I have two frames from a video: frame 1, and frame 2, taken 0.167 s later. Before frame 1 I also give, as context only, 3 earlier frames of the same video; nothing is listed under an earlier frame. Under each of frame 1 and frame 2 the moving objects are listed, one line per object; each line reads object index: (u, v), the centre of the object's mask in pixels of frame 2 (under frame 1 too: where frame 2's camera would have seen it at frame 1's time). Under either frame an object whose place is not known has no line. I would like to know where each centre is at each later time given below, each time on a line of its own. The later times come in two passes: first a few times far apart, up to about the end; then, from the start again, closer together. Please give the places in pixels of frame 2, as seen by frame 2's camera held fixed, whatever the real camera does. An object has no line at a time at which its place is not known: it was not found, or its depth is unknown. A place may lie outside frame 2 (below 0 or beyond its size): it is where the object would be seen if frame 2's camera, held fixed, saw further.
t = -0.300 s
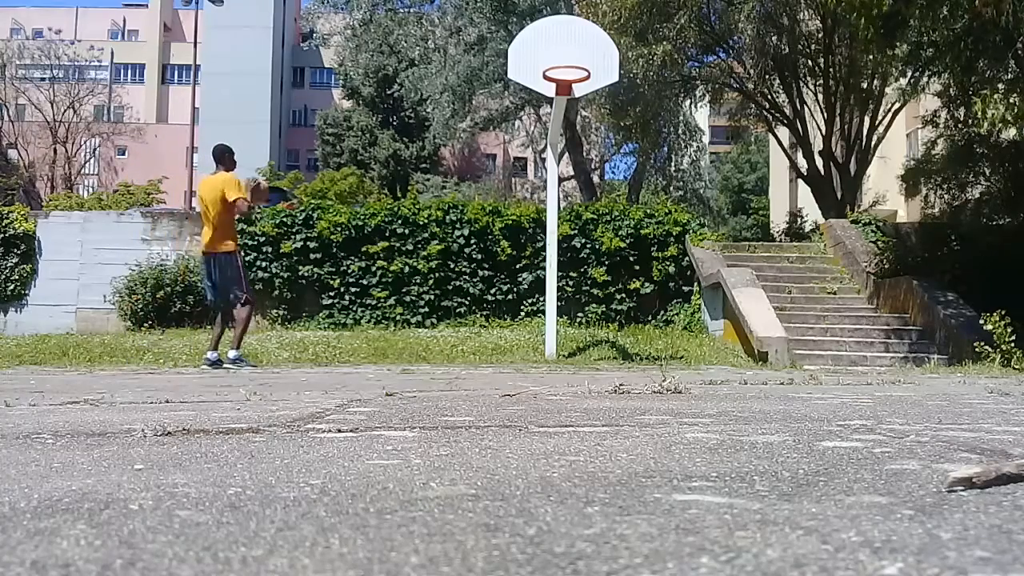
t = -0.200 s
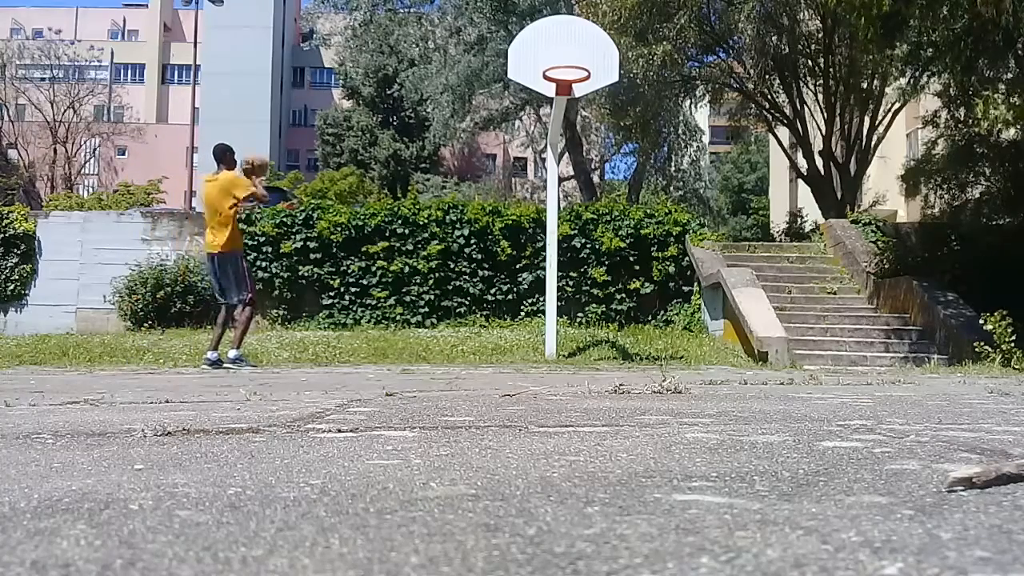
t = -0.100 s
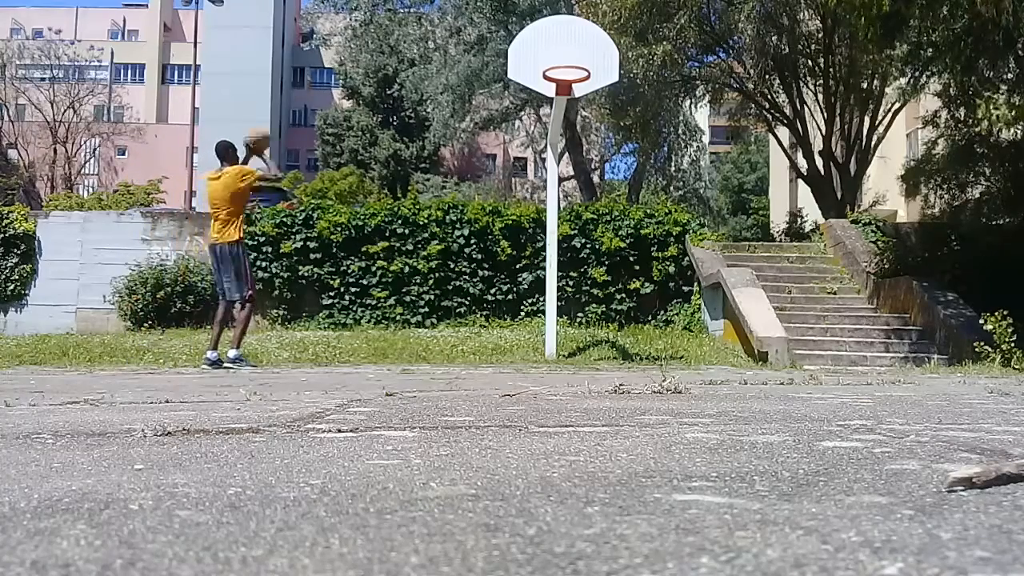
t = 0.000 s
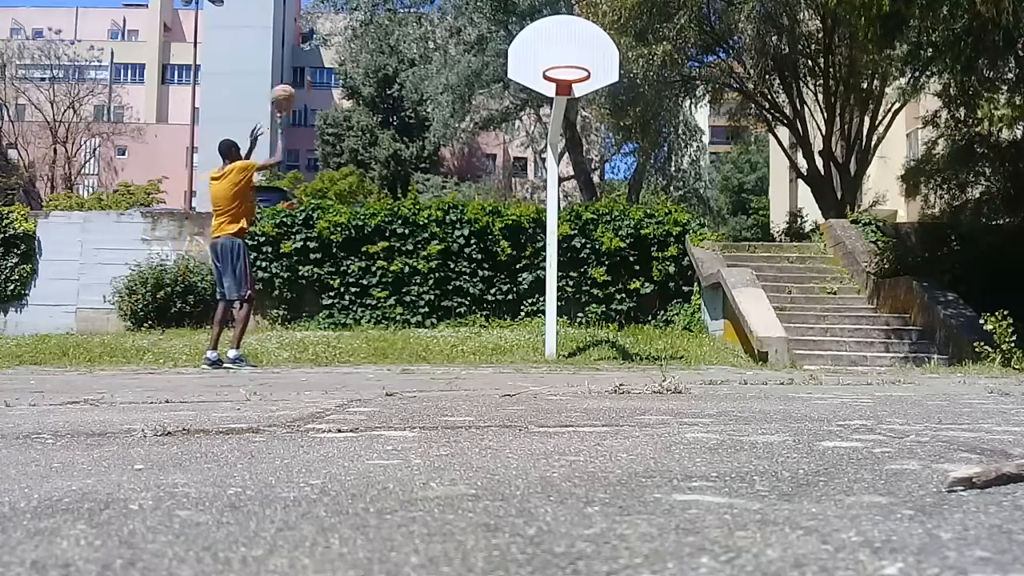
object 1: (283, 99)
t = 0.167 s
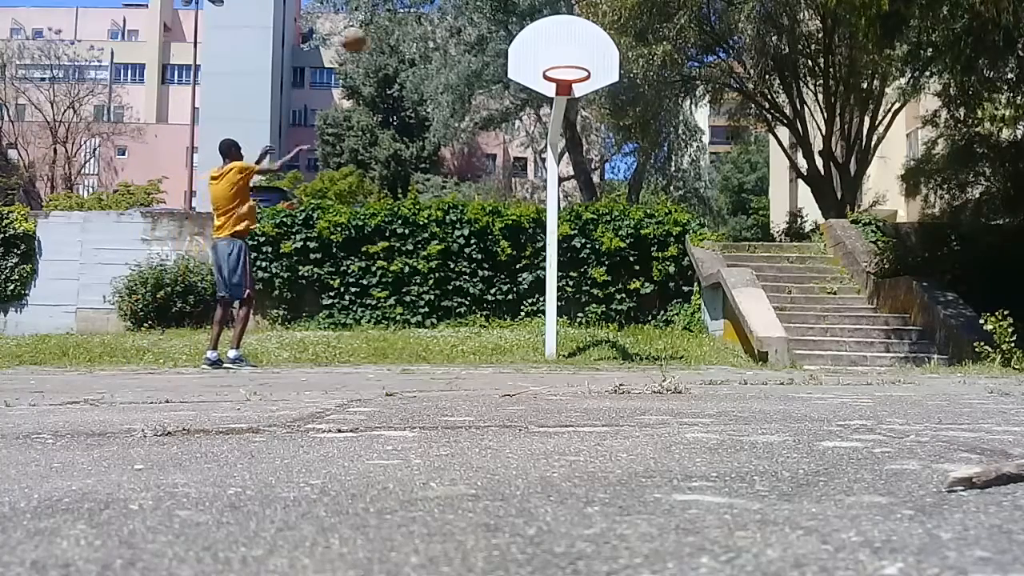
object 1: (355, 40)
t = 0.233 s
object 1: (379, 25)
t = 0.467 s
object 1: (462, 9)
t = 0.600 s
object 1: (507, 19)
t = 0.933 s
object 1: (564, 79)
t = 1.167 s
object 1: (564, 170)
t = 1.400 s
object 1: (563, 295)
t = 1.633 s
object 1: (564, 296)
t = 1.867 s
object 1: (566, 234)
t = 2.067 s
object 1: (576, 222)
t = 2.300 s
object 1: (591, 253)
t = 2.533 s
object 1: (605, 325)
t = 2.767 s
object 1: (590, 305)
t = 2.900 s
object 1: (573, 280)
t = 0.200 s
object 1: (366, 32)
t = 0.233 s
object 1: (379, 25)
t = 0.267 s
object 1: (390, 19)
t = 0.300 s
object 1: (403, 15)
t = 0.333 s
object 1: (416, 11)
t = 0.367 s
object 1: (428, 9)
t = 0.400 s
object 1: (439, 9)
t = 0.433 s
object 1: (450, 9)
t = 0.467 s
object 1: (462, 9)
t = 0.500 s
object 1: (474, 10)
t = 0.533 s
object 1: (486, 13)
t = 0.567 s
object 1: (497, 16)
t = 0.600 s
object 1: (507, 19)
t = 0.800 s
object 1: (570, 68)
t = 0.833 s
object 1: (572, 73)
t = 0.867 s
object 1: (566, 74)
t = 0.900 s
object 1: (563, 75)
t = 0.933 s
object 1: (564, 79)
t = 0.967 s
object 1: (563, 94)
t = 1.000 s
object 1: (563, 105)
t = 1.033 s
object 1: (564, 117)
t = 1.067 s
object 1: (564, 129)
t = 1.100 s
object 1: (565, 142)
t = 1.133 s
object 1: (564, 155)
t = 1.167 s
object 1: (564, 170)
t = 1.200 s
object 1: (564, 185)
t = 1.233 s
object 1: (562, 201)
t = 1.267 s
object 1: (563, 219)
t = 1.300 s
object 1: (564, 237)
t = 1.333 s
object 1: (563, 255)
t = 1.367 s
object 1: (563, 274)
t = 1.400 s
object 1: (563, 295)
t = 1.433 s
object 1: (563, 316)
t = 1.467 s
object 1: (565, 339)
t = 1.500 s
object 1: (563, 354)
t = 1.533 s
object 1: (565, 339)
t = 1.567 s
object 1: (563, 323)
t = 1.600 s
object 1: (564, 310)
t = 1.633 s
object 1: (564, 296)
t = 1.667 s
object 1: (563, 283)
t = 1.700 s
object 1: (562, 272)
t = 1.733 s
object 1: (562, 262)
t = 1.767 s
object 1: (562, 253)
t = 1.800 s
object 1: (563, 246)
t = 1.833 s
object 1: (564, 239)
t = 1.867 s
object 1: (566, 234)
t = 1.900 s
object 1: (567, 231)
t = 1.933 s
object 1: (570, 226)
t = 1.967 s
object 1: (571, 224)
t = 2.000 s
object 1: (572, 223)
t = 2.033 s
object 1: (574, 223)
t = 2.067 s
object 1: (576, 222)
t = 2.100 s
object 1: (578, 223)
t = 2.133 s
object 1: (580, 225)
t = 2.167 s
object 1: (582, 228)
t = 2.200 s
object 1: (584, 233)
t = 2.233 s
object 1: (586, 236)
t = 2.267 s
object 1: (589, 244)
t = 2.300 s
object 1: (591, 253)
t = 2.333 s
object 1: (592, 258)
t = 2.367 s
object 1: (594, 265)
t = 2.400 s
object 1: (597, 276)
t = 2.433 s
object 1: (600, 287)
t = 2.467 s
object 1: (602, 299)
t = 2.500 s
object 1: (603, 311)
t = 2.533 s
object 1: (605, 325)
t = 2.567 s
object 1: (608, 341)
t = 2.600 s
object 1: (610, 356)
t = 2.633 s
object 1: (607, 349)
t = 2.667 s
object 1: (602, 337)
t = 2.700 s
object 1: (598, 327)
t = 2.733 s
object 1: (594, 316)
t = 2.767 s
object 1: (590, 305)
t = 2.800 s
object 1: (586, 297)
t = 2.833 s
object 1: (581, 291)
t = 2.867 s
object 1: (577, 285)
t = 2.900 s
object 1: (573, 280)
